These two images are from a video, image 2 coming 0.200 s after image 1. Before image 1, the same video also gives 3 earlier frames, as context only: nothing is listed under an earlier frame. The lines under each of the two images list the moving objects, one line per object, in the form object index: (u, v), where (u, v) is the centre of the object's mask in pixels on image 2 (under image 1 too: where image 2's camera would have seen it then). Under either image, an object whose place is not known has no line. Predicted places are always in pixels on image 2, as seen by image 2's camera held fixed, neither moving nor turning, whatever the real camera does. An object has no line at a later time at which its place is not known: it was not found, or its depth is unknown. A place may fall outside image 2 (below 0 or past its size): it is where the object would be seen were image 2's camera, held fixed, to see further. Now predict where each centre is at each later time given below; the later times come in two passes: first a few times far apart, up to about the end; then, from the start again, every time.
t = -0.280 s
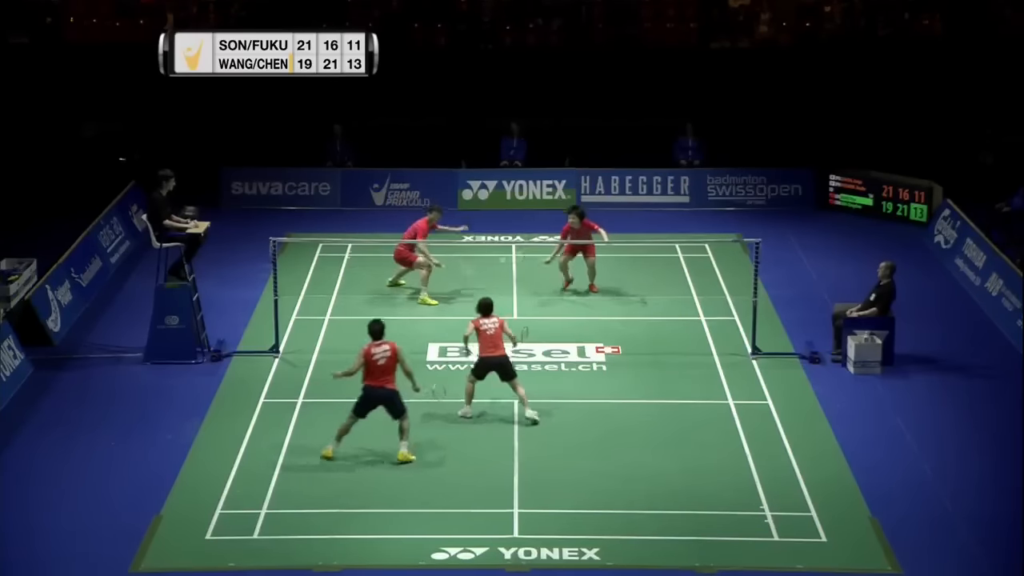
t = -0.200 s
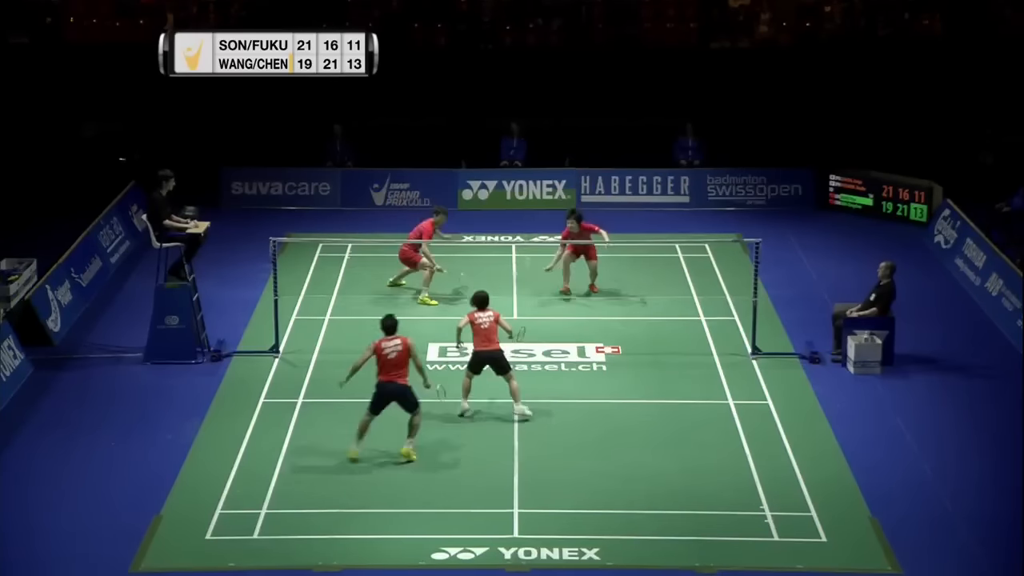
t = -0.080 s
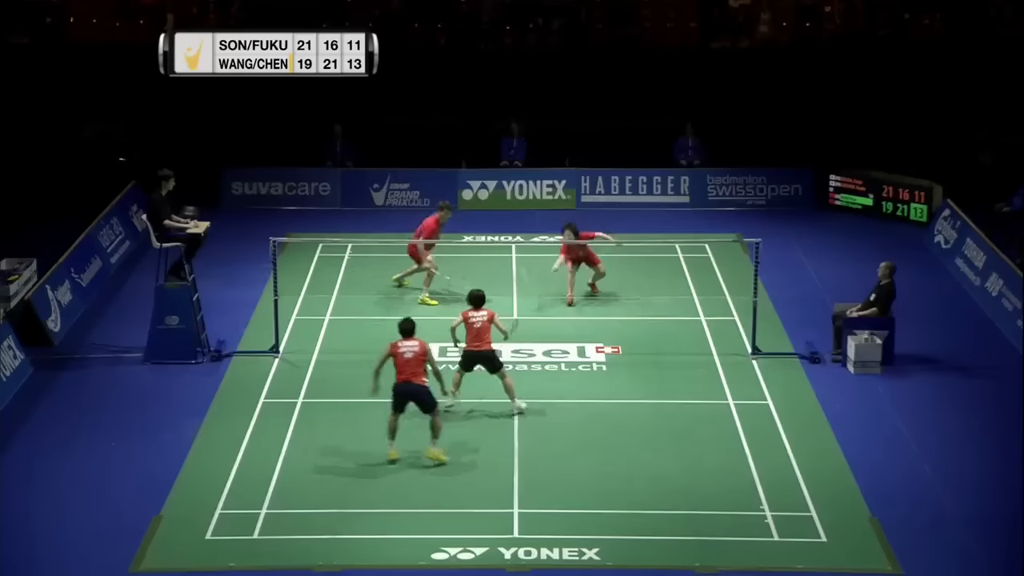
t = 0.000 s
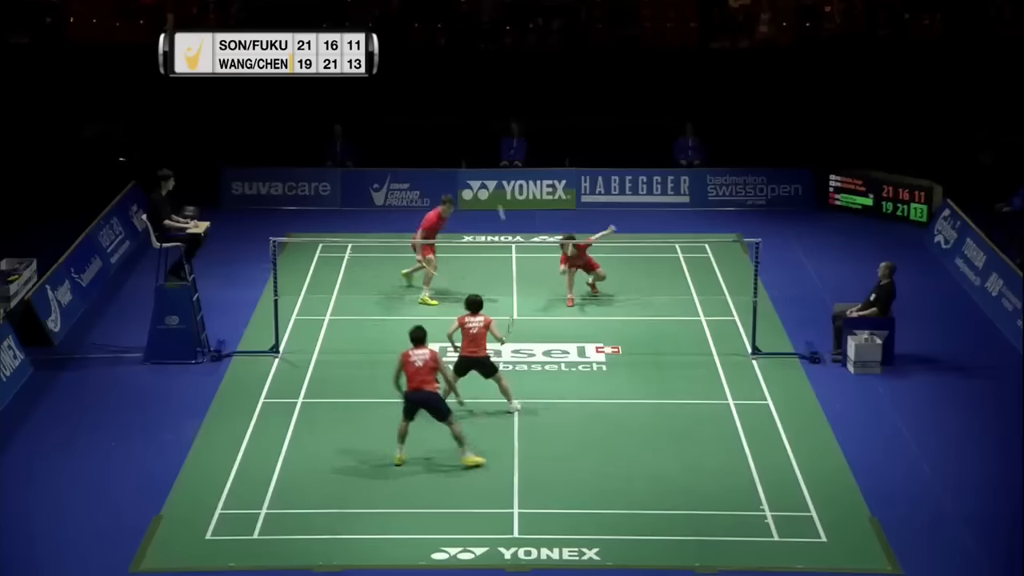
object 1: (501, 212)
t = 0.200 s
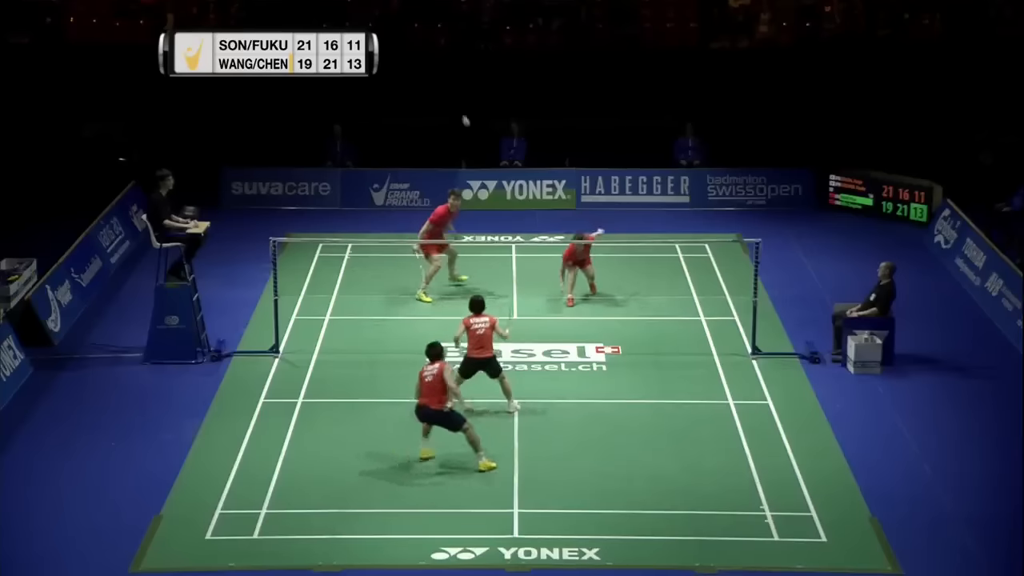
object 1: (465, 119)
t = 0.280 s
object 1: (455, 100)
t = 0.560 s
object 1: (421, 77)
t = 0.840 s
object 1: (391, 121)
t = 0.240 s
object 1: (460, 109)
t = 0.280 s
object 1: (455, 100)
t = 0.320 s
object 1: (449, 92)
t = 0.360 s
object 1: (444, 86)
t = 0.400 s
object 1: (439, 81)
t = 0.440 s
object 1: (435, 78)
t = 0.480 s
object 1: (430, 76)
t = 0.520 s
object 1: (425, 76)
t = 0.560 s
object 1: (421, 77)
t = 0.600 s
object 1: (417, 79)
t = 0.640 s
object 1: (412, 83)
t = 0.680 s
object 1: (408, 88)
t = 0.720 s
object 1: (404, 94)
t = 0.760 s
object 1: (399, 102)
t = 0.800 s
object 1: (395, 111)
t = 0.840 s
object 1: (391, 121)
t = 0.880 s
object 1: (387, 133)
